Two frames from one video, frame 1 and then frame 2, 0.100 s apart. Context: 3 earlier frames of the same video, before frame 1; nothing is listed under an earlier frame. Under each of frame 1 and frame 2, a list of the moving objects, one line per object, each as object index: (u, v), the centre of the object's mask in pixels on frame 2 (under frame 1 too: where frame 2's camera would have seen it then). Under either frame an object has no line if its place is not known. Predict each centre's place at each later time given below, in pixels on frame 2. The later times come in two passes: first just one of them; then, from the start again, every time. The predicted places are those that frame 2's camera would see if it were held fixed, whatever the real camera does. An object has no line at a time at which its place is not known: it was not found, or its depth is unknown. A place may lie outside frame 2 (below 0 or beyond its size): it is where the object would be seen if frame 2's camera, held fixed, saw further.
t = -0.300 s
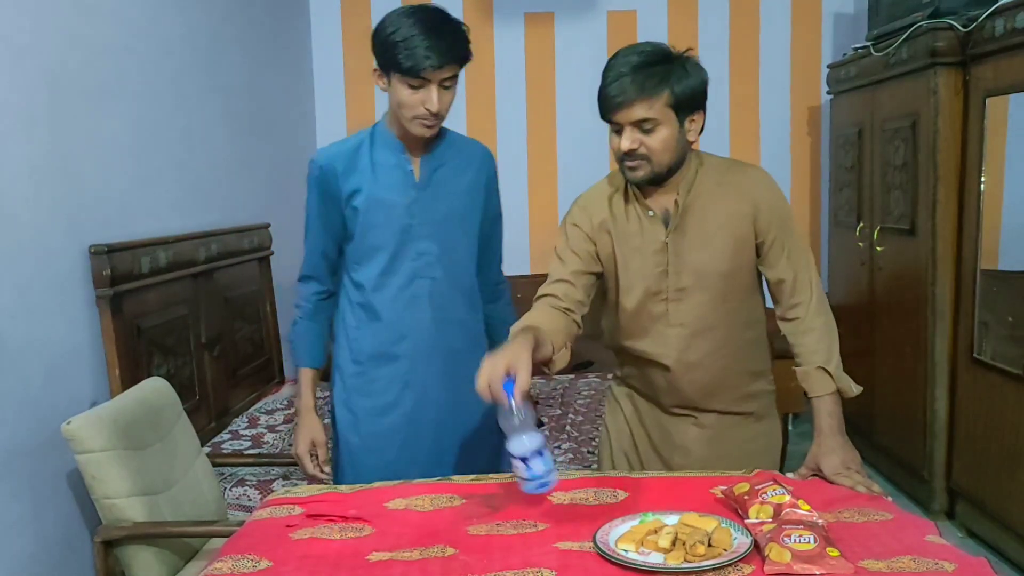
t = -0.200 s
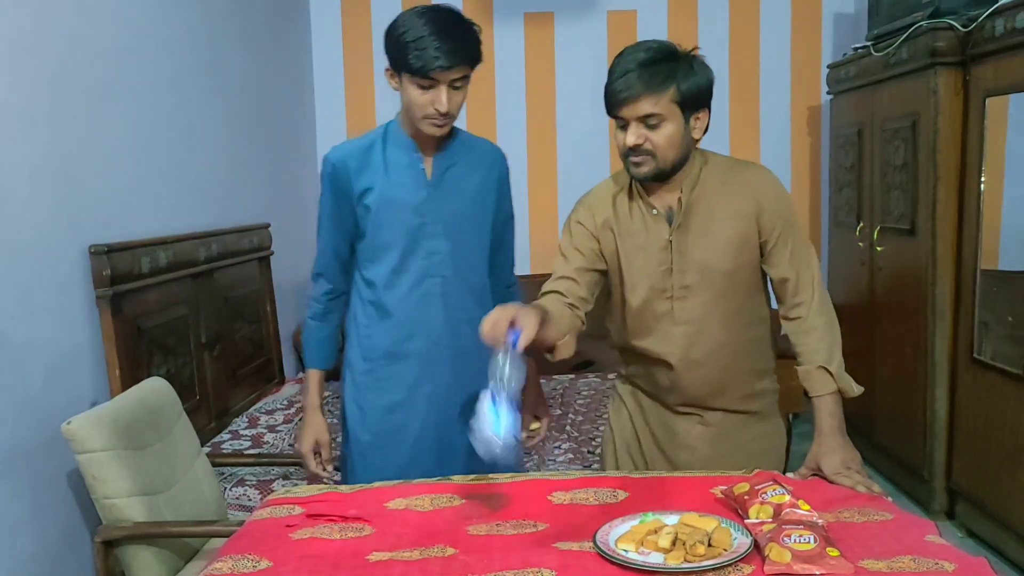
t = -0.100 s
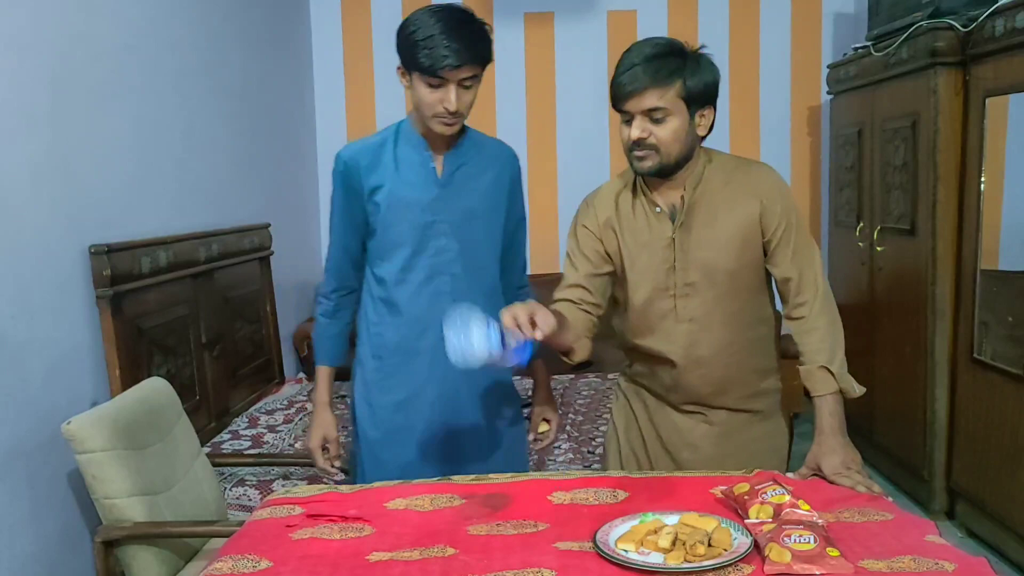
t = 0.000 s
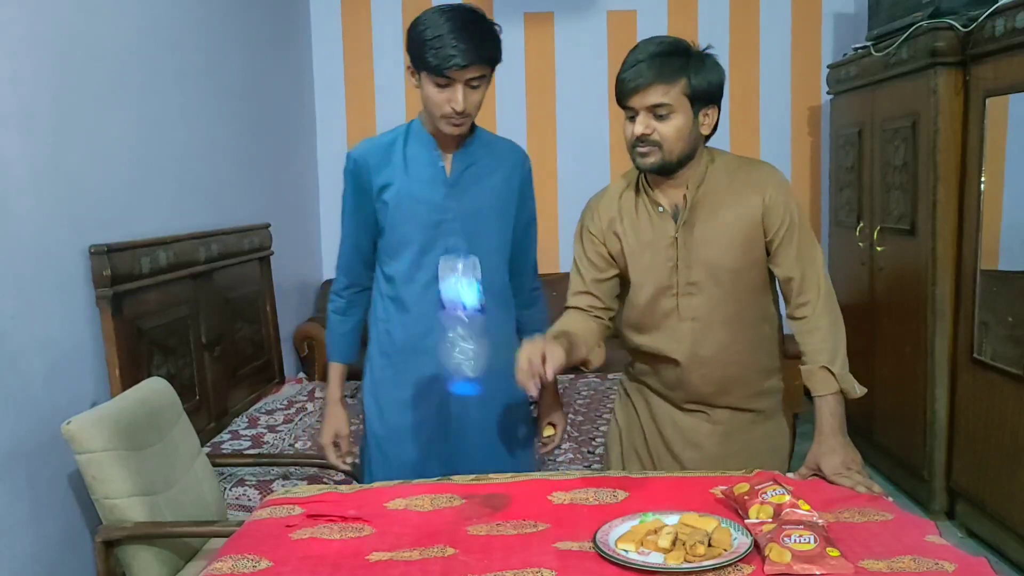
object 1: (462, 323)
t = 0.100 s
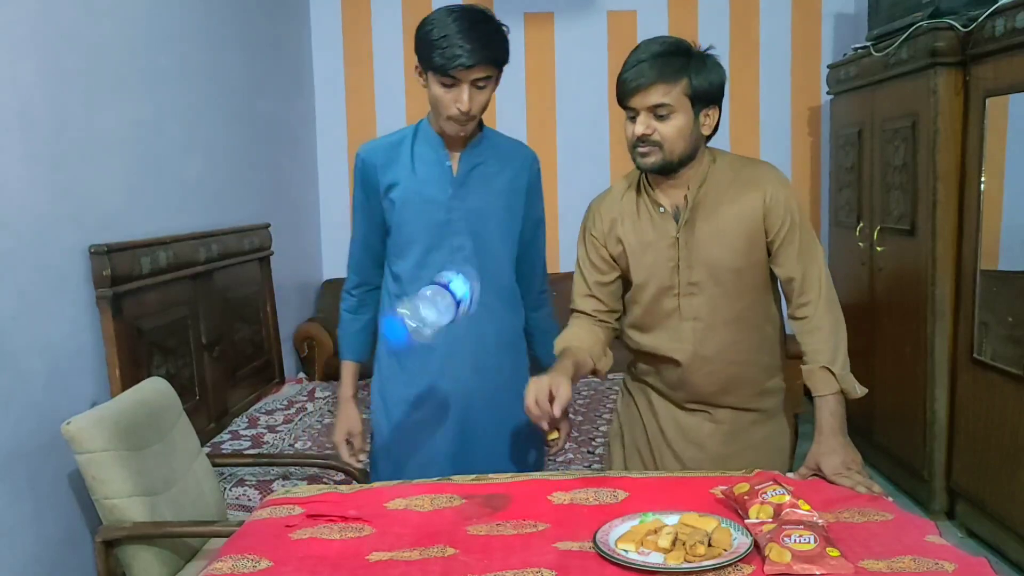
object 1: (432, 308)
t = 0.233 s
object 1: (432, 397)
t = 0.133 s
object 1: (431, 314)
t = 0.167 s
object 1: (432, 333)
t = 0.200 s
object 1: (432, 360)
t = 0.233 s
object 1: (432, 397)
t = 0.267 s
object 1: (432, 440)
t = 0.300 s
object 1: (433, 493)
